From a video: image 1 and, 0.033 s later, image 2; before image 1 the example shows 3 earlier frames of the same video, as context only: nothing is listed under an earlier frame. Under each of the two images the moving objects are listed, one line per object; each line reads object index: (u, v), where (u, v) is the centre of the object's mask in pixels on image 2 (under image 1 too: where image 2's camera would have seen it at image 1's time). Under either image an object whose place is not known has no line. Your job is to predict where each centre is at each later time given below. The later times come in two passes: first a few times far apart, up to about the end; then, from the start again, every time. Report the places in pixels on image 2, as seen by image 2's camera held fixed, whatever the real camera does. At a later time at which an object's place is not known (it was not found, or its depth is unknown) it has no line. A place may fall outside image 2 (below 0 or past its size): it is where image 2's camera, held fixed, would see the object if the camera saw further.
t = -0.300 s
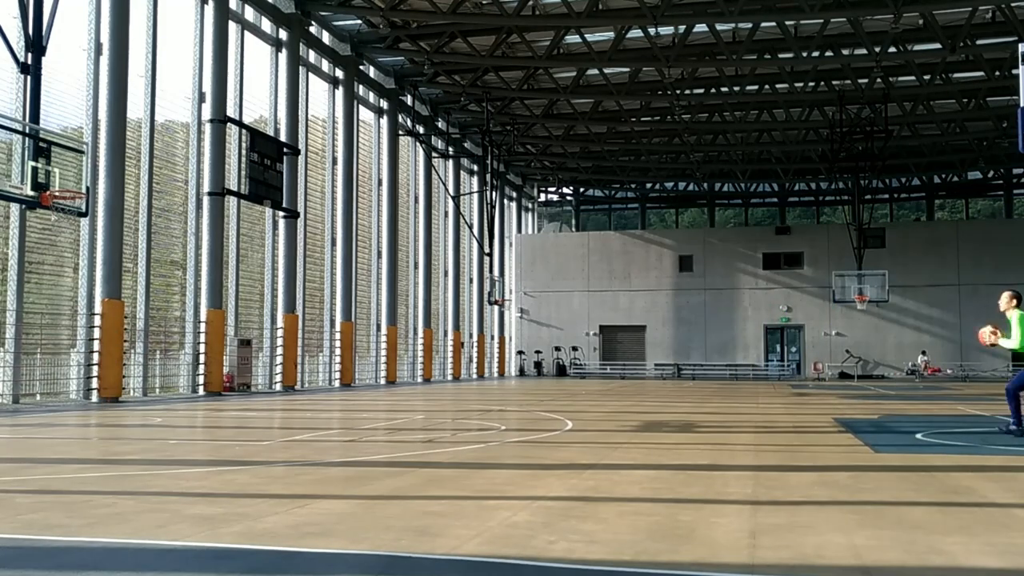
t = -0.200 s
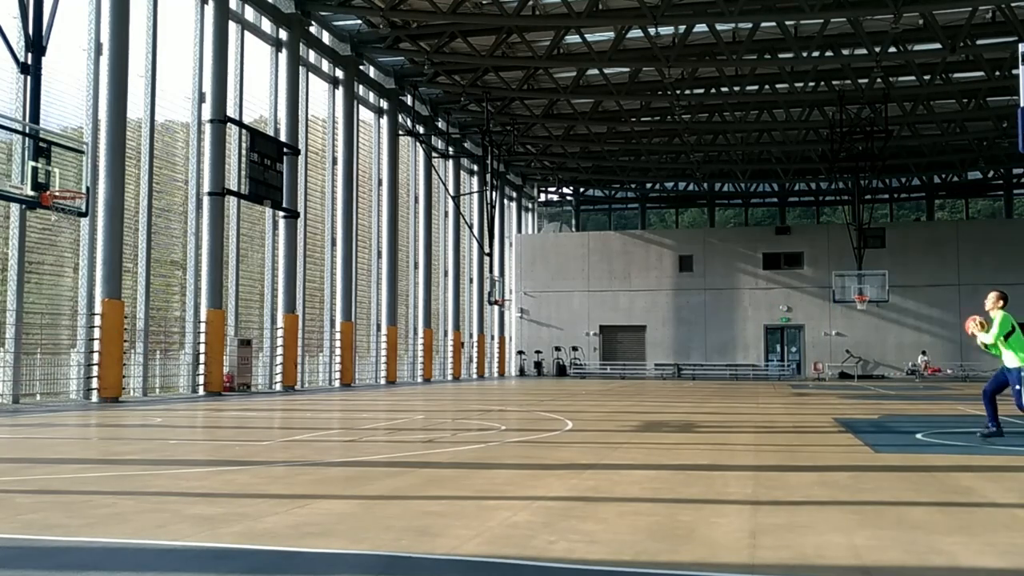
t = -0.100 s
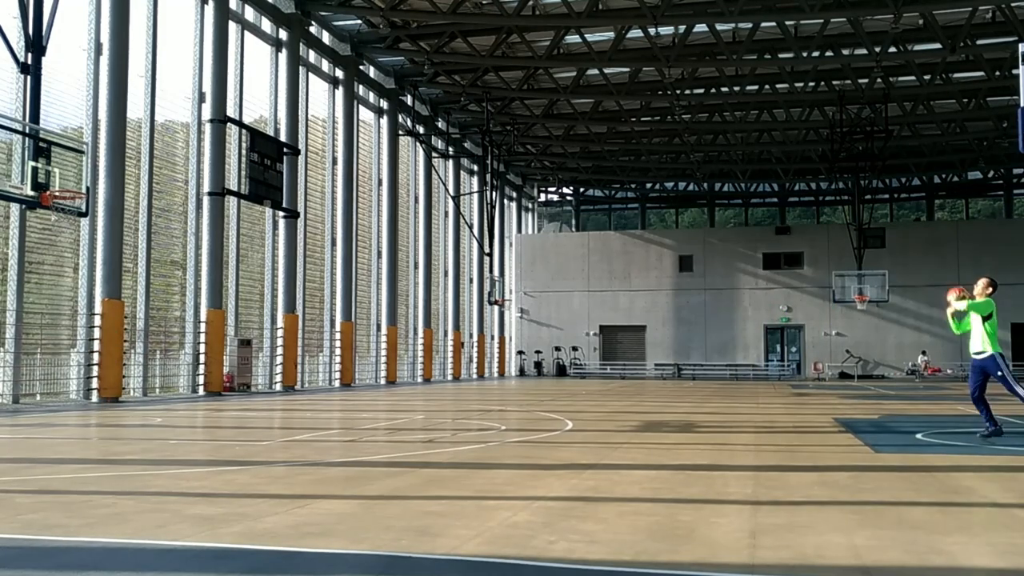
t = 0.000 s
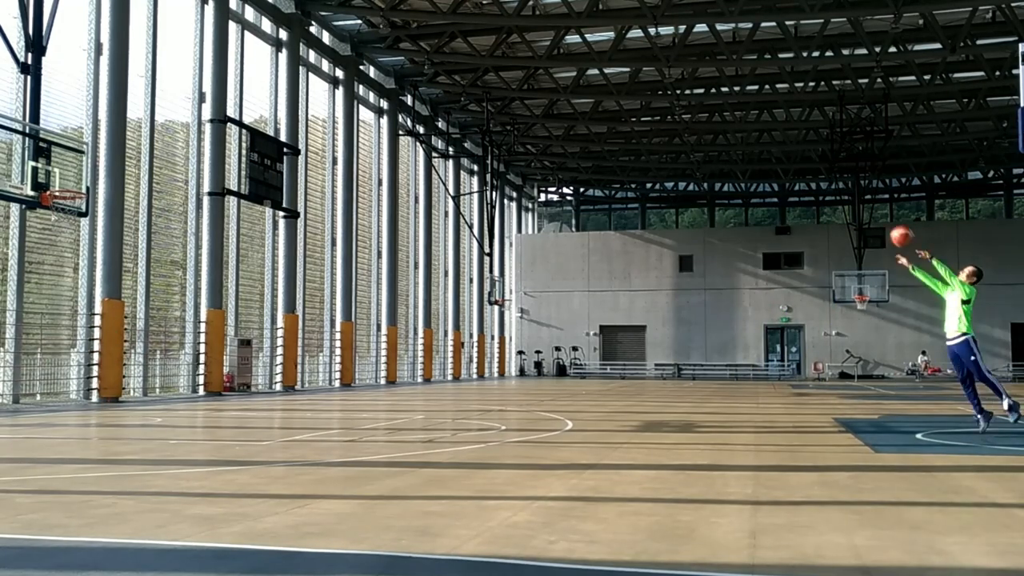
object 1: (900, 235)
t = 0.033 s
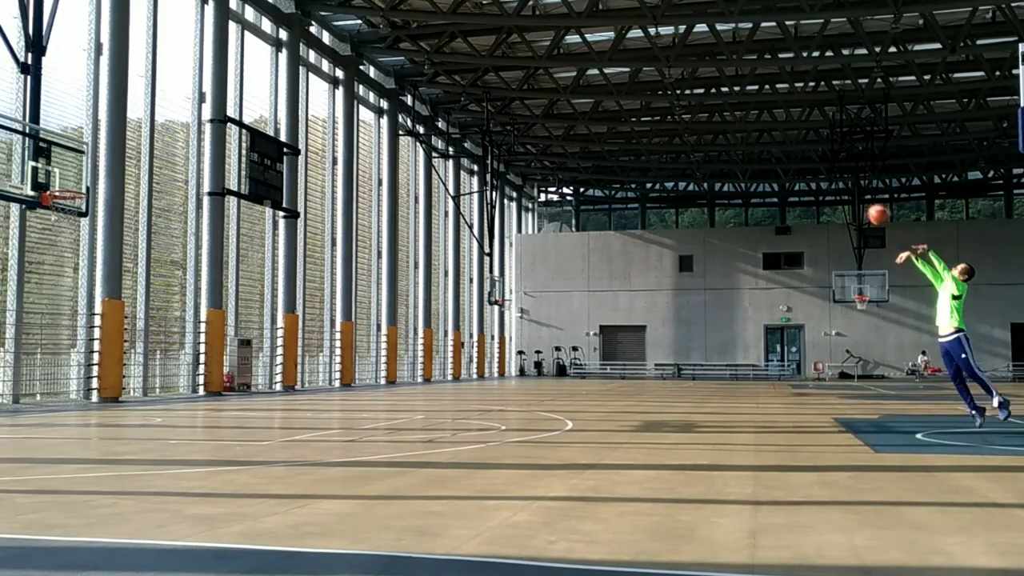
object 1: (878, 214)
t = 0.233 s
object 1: (746, 105)
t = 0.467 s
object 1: (603, 27)
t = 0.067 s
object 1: (855, 193)
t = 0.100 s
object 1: (832, 172)
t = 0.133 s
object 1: (811, 154)
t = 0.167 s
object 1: (789, 136)
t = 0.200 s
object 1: (768, 121)
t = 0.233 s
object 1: (746, 105)
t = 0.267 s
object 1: (725, 91)
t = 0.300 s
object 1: (705, 77)
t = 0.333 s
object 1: (684, 65)
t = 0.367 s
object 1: (663, 54)
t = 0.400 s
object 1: (643, 45)
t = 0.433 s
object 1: (623, 35)
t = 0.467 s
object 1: (603, 27)
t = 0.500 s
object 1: (583, 20)
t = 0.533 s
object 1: (565, 15)
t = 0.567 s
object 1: (544, 9)
